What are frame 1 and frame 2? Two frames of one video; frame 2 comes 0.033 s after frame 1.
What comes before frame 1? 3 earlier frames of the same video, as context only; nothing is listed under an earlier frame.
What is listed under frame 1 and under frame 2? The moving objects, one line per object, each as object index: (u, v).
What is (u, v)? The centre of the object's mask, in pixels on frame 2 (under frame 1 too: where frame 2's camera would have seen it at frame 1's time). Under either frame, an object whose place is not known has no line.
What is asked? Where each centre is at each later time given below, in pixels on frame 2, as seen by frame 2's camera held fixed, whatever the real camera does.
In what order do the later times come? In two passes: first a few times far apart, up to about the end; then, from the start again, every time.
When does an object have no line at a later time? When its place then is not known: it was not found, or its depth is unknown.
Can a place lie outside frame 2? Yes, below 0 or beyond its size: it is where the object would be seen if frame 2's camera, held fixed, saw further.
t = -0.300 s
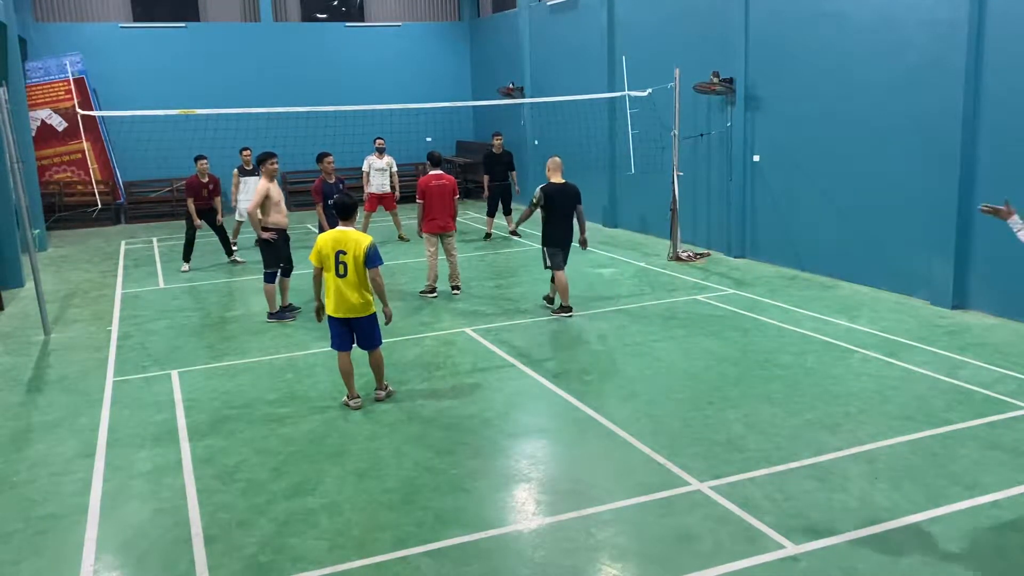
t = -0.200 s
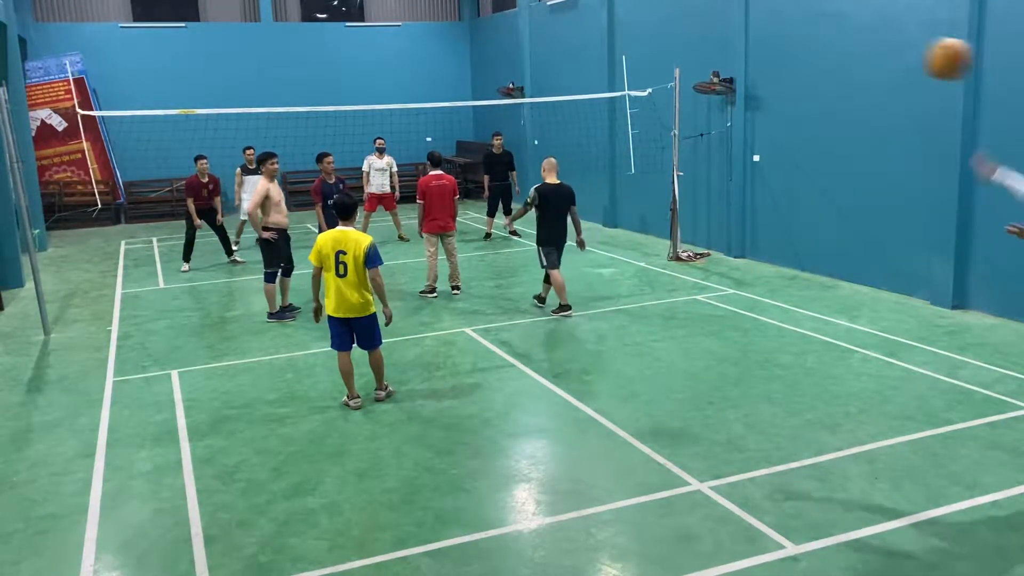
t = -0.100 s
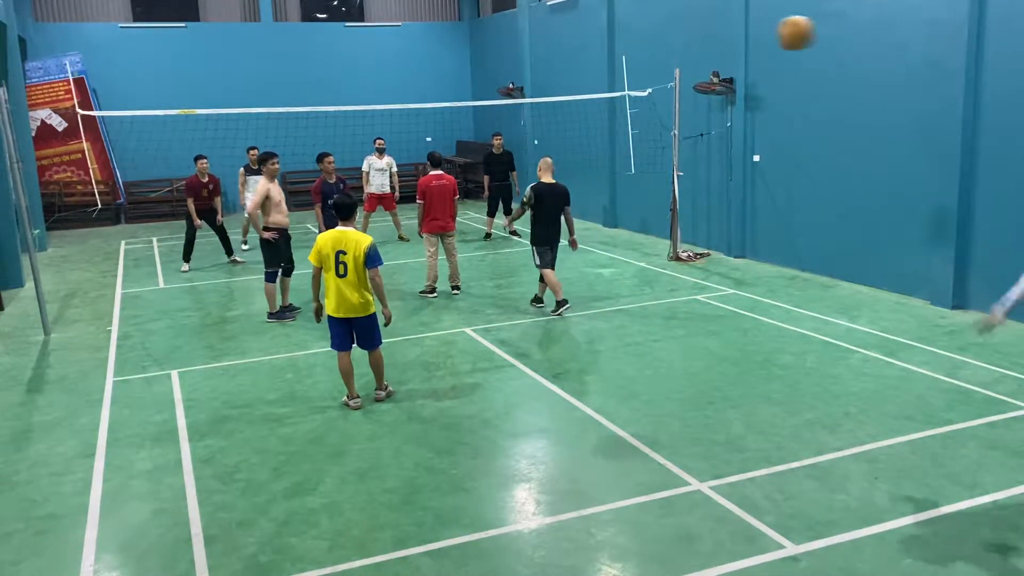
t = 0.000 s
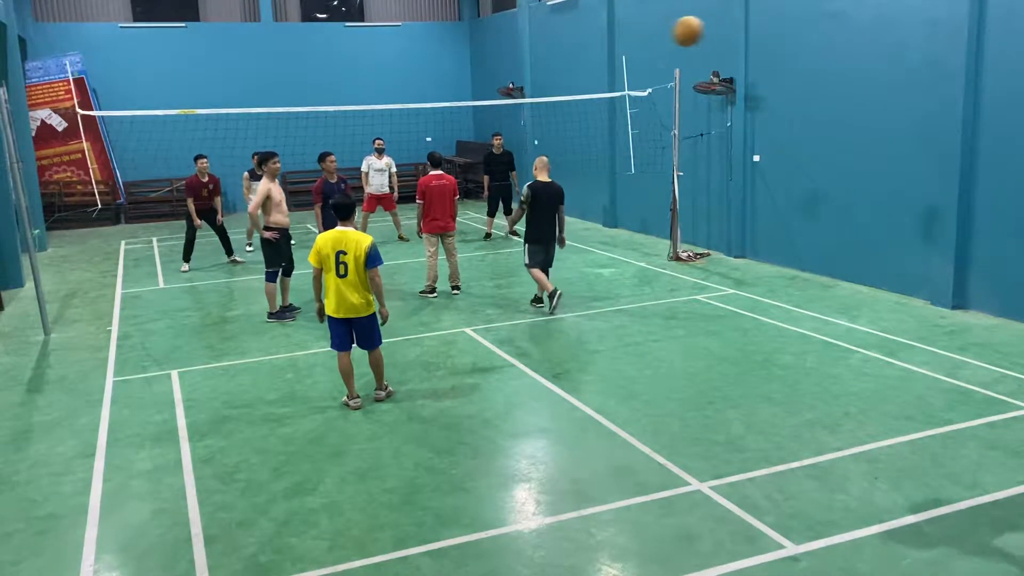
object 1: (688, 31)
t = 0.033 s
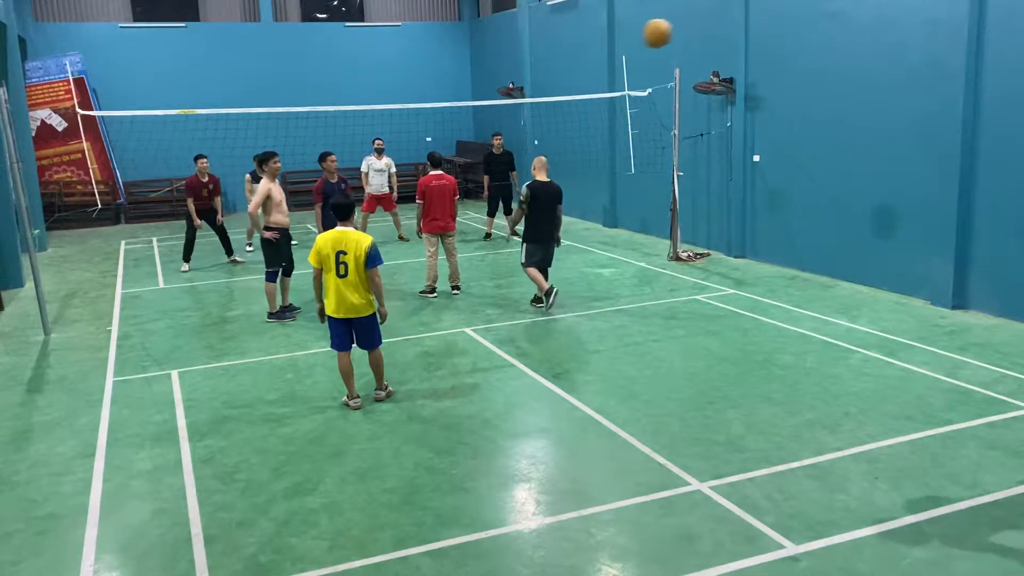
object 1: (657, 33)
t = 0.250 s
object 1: (521, 66)
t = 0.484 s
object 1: (431, 129)
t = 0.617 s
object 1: (396, 171)
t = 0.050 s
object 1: (645, 34)
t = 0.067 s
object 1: (631, 36)
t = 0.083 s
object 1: (618, 37)
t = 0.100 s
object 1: (608, 39)
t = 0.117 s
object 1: (595, 41)
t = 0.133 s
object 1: (584, 44)
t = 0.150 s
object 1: (575, 46)
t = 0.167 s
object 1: (565, 48)
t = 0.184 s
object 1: (554, 52)
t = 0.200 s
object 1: (546, 55)
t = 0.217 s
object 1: (537, 59)
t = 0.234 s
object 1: (528, 63)
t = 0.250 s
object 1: (521, 66)
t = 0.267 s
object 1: (513, 70)
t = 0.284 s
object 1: (504, 75)
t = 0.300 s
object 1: (498, 79)
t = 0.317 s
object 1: (491, 83)
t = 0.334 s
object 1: (483, 88)
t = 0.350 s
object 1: (477, 91)
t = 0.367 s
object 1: (470, 94)
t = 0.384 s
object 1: (463, 97)
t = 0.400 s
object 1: (458, 105)
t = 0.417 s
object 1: (452, 112)
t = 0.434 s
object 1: (446, 115)
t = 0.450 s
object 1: (441, 120)
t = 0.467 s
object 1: (435, 124)
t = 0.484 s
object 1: (431, 129)
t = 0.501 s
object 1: (426, 134)
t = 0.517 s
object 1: (421, 140)
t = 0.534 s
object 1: (417, 145)
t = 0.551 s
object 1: (413, 150)
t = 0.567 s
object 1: (409, 155)
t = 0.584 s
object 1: (404, 161)
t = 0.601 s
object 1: (400, 165)
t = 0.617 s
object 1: (396, 171)
